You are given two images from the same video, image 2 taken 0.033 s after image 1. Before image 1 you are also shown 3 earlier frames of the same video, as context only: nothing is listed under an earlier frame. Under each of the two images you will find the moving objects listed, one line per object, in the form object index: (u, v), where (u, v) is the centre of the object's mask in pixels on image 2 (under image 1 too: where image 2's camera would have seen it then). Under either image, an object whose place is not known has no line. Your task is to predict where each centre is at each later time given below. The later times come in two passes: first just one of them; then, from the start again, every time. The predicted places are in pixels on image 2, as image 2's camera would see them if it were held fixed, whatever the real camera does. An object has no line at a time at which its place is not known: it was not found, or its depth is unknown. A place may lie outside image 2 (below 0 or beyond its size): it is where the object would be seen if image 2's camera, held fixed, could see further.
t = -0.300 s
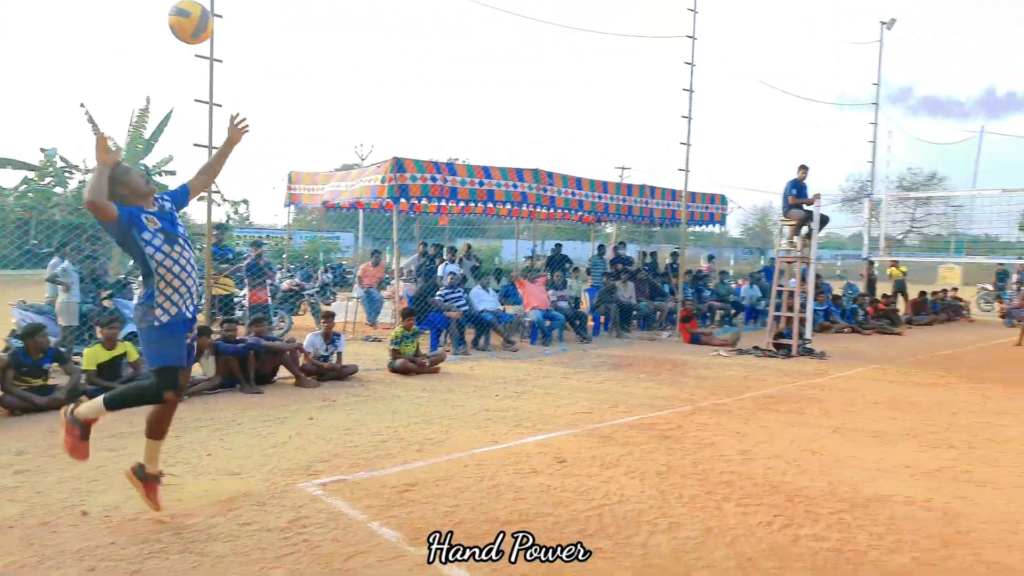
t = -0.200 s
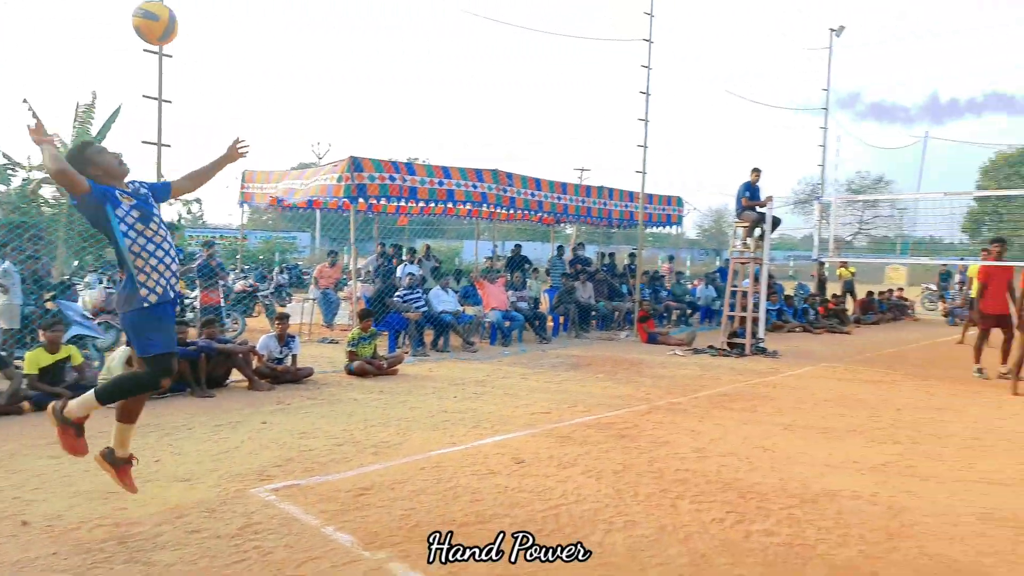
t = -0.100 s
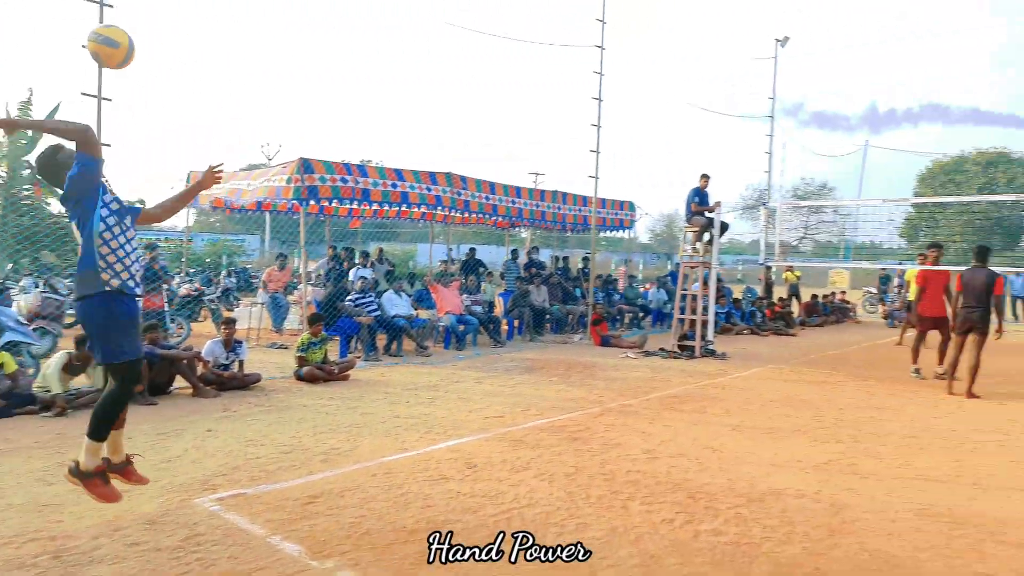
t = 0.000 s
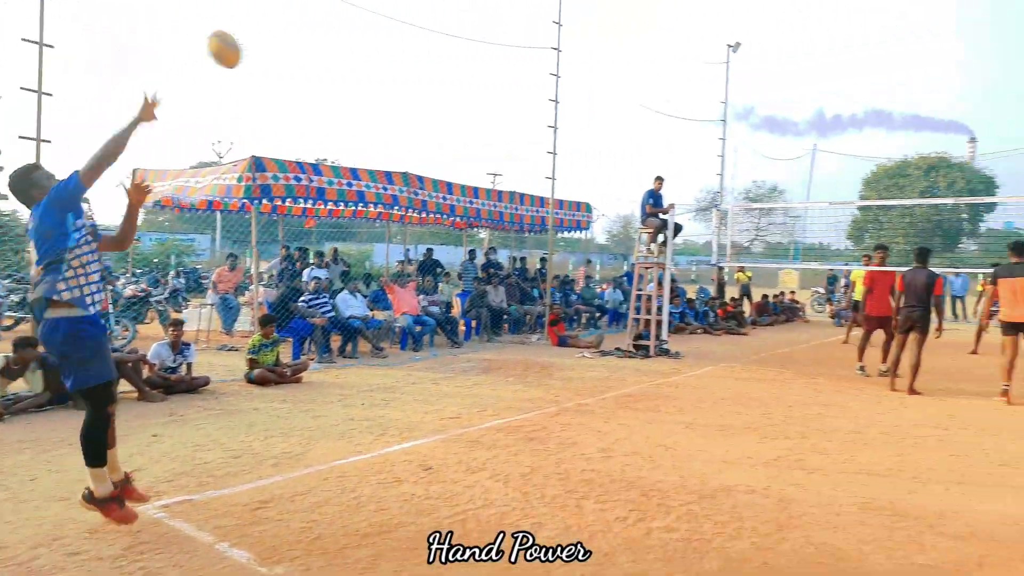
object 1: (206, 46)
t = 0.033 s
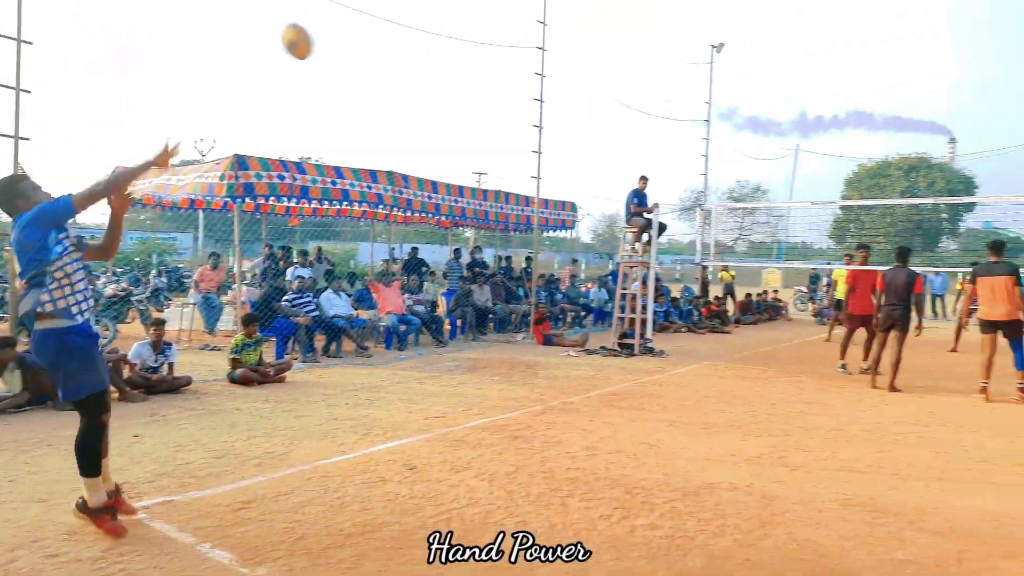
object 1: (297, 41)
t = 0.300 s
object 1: (689, 55)
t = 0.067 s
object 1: (374, 38)
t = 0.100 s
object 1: (439, 37)
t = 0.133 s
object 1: (495, 37)
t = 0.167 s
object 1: (545, 39)
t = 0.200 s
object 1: (588, 41)
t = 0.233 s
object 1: (626, 45)
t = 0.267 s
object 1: (660, 49)
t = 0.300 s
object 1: (689, 55)
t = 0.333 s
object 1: (715, 61)
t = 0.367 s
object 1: (740, 67)
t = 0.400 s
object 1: (762, 75)
